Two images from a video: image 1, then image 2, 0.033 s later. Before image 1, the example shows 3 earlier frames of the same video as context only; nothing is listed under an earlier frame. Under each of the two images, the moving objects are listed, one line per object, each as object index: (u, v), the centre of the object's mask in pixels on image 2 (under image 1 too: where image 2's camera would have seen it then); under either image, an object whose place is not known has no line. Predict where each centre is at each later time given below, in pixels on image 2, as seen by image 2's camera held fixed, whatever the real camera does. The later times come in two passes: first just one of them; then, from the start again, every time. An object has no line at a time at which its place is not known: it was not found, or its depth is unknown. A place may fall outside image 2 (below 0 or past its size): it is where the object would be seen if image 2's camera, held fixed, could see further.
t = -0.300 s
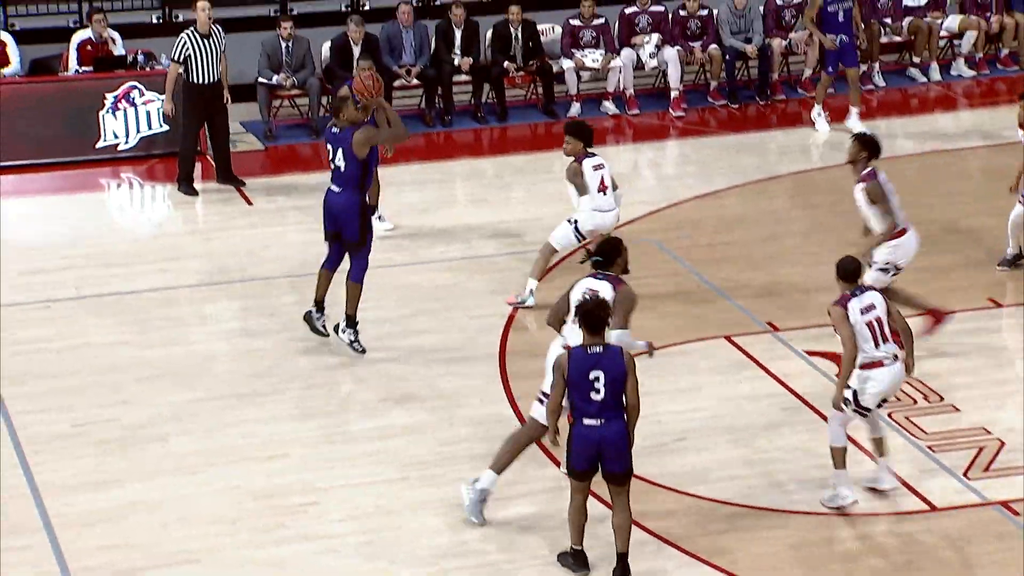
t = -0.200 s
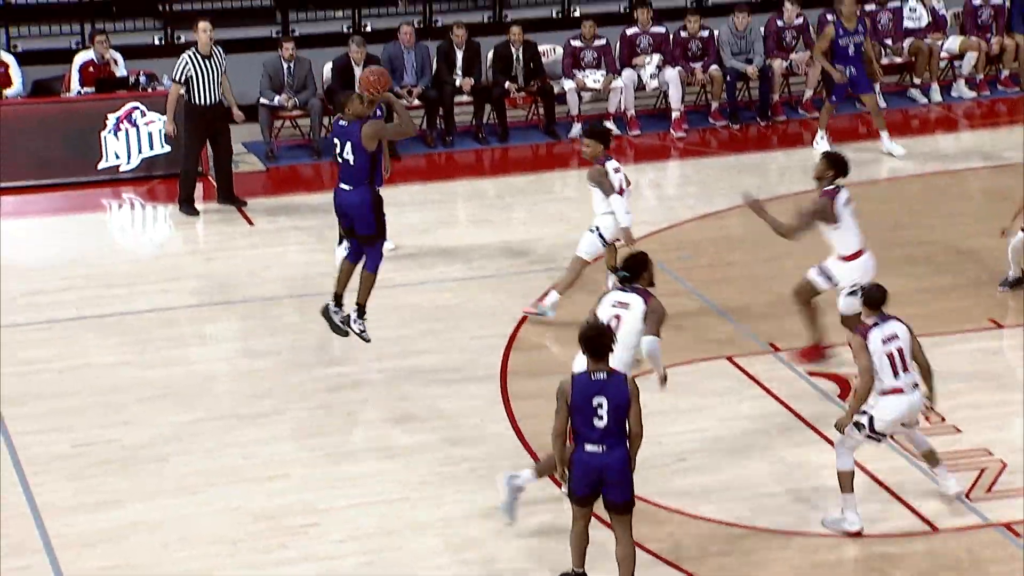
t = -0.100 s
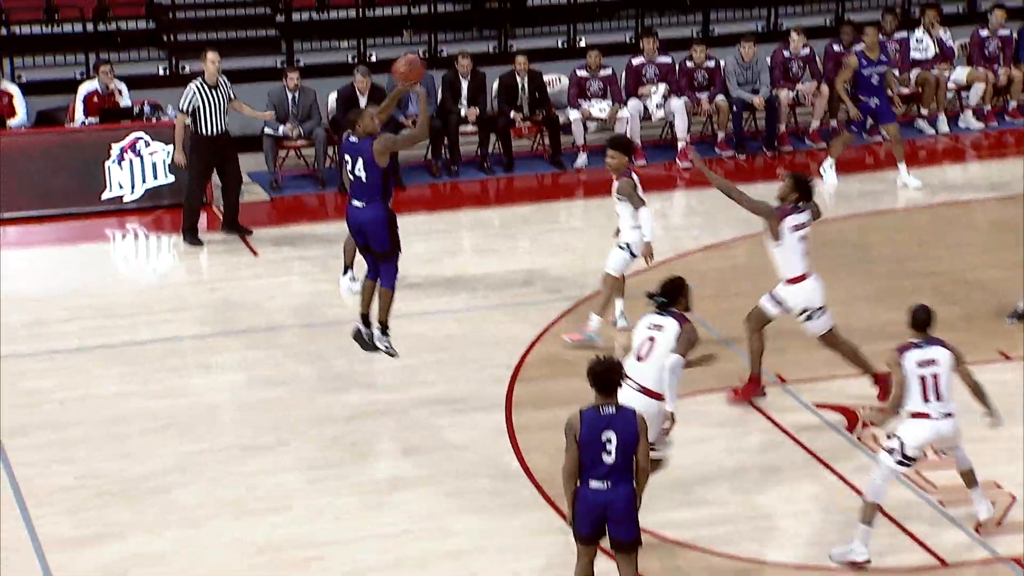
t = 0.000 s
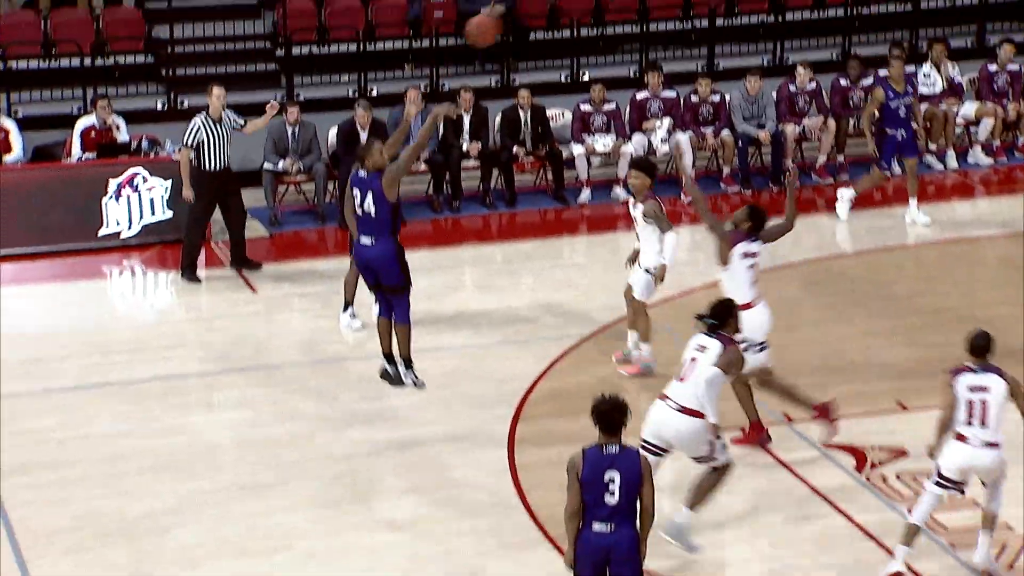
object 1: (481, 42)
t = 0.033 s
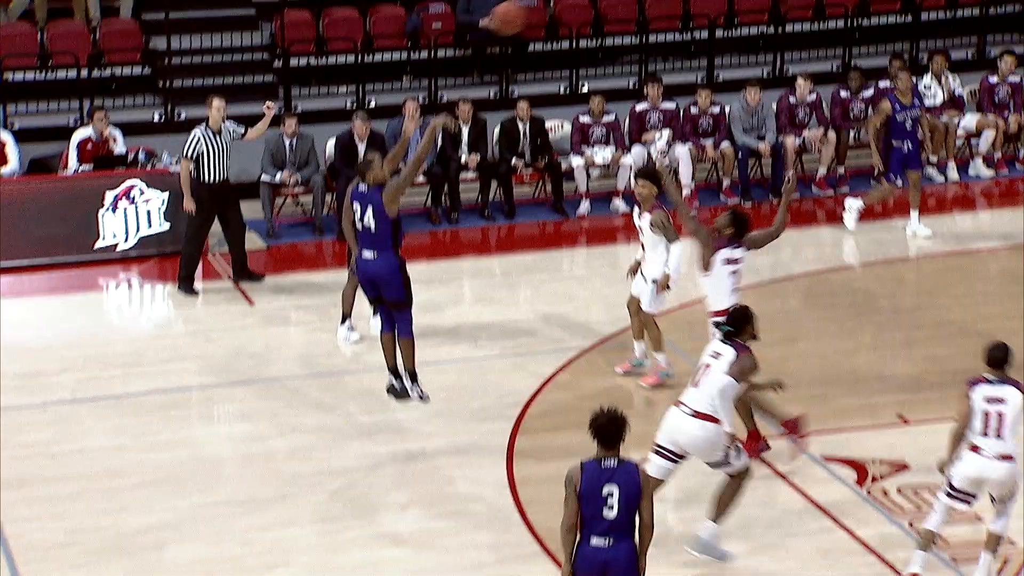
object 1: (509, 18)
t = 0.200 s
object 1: (644, -73)
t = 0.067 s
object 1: (533, -1)
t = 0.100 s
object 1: (561, -19)
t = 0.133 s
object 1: (589, -37)
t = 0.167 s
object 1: (616, -55)
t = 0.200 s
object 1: (644, -73)
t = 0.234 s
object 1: (671, -92)
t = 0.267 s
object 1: (699, -111)
